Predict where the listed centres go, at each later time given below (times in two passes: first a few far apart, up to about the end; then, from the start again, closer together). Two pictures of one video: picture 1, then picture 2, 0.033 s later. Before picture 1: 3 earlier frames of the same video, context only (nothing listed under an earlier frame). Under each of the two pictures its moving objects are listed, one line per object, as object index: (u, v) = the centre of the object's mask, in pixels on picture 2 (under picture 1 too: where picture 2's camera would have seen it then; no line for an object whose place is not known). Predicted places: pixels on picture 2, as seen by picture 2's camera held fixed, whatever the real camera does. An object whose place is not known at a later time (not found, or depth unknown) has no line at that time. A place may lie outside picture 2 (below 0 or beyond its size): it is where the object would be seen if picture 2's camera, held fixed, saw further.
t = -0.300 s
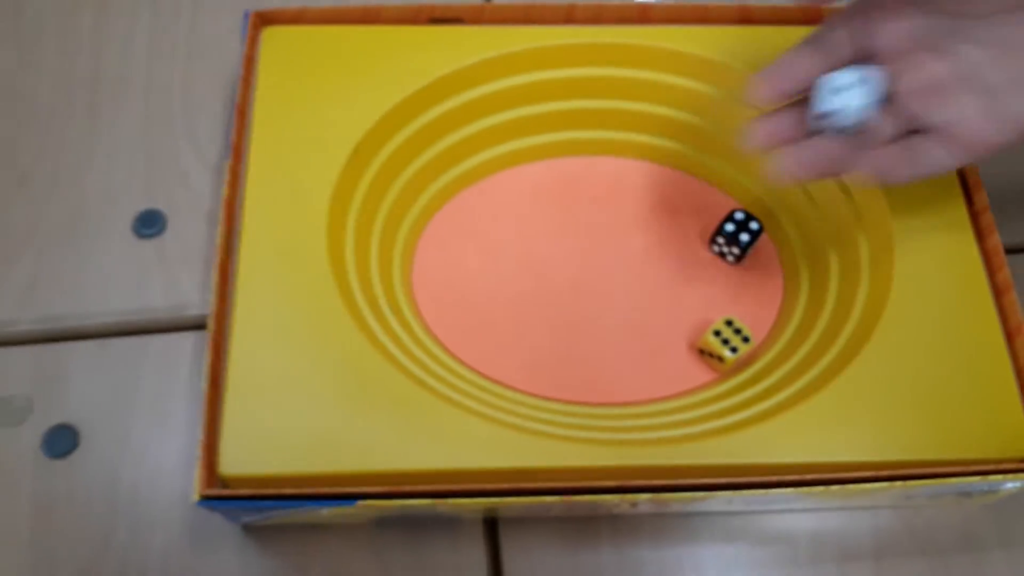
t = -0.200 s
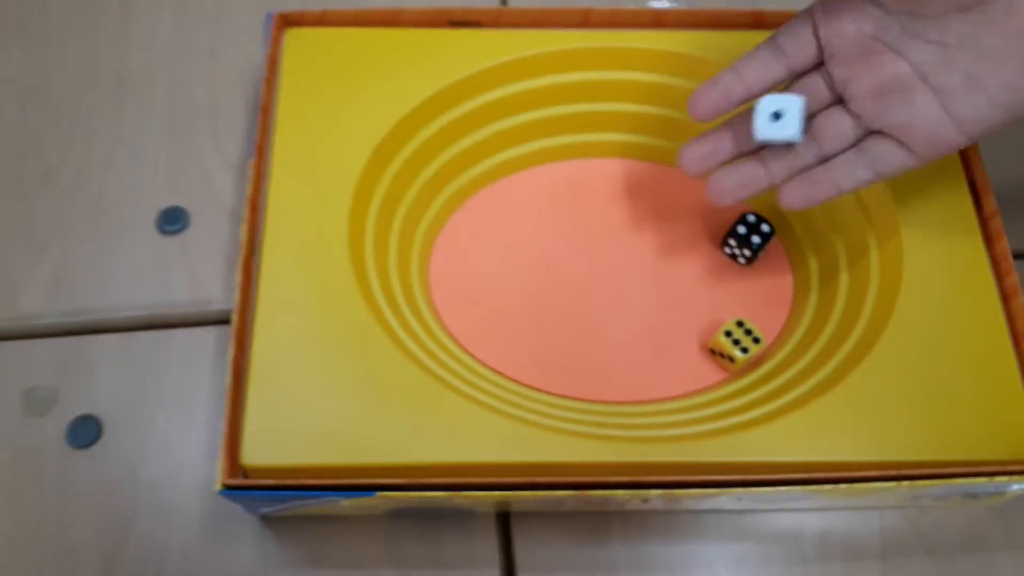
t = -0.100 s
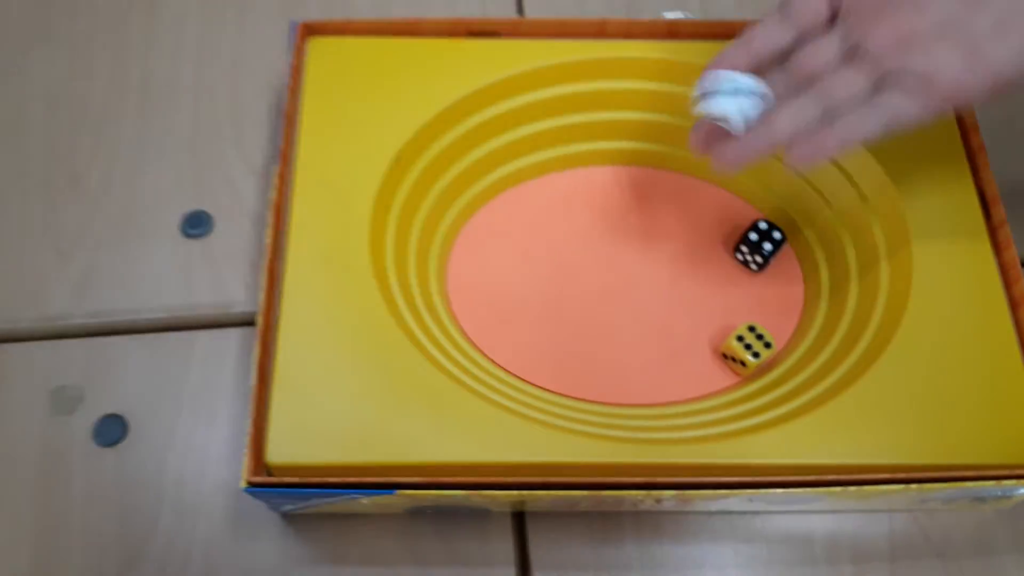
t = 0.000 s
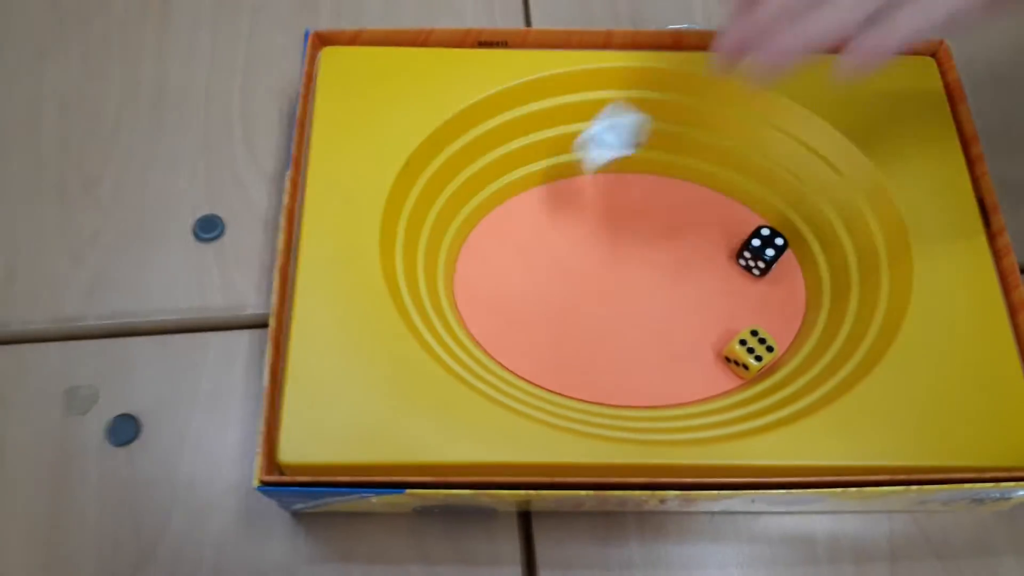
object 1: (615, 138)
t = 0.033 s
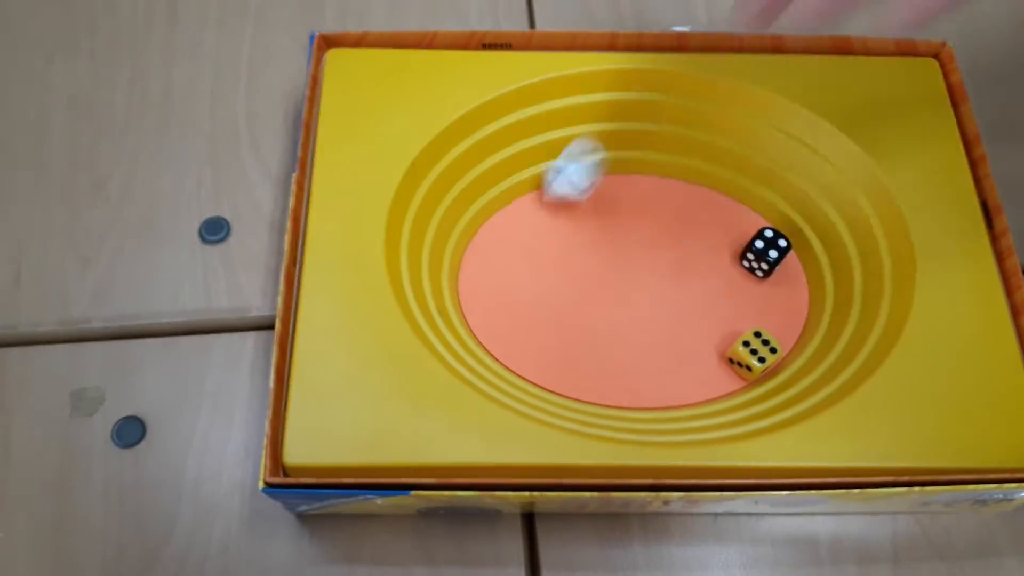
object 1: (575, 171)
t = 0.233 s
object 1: (490, 281)
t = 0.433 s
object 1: (534, 354)
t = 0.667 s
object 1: (565, 348)
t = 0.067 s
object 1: (541, 175)
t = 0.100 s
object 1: (514, 178)
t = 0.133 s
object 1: (484, 197)
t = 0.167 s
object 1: (475, 226)
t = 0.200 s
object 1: (483, 258)
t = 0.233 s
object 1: (490, 281)
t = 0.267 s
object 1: (497, 301)
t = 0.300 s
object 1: (505, 320)
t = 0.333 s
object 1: (512, 344)
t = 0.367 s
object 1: (522, 349)
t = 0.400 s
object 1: (529, 351)
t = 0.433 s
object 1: (534, 354)
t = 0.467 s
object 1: (538, 359)
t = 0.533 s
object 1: (554, 362)
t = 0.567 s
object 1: (565, 356)
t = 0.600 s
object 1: (567, 349)
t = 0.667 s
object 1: (565, 348)
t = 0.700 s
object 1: (564, 354)
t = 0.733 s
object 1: (567, 363)
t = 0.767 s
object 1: (566, 363)
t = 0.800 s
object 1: (562, 363)
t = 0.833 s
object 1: (562, 362)
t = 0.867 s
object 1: (562, 362)
